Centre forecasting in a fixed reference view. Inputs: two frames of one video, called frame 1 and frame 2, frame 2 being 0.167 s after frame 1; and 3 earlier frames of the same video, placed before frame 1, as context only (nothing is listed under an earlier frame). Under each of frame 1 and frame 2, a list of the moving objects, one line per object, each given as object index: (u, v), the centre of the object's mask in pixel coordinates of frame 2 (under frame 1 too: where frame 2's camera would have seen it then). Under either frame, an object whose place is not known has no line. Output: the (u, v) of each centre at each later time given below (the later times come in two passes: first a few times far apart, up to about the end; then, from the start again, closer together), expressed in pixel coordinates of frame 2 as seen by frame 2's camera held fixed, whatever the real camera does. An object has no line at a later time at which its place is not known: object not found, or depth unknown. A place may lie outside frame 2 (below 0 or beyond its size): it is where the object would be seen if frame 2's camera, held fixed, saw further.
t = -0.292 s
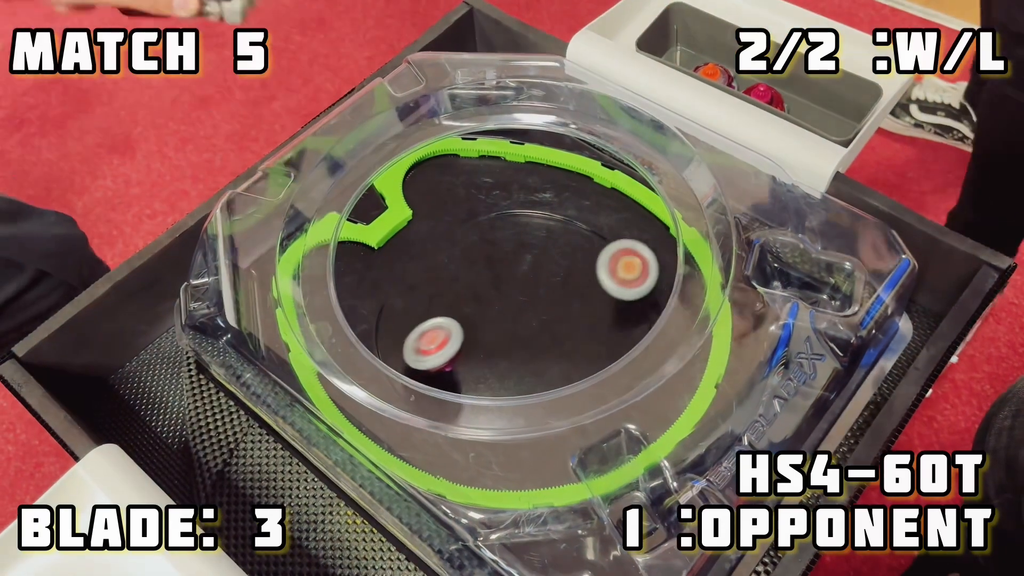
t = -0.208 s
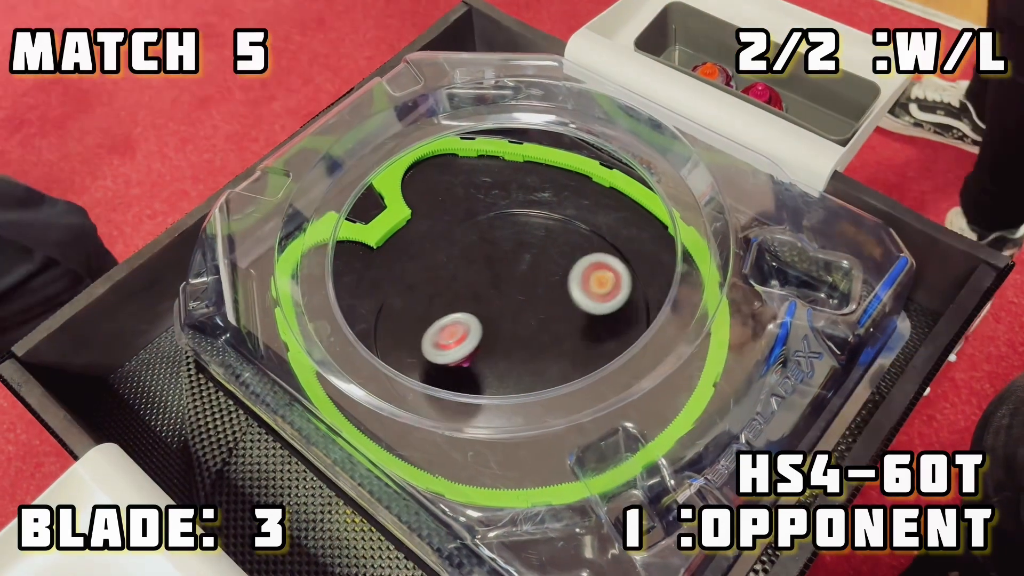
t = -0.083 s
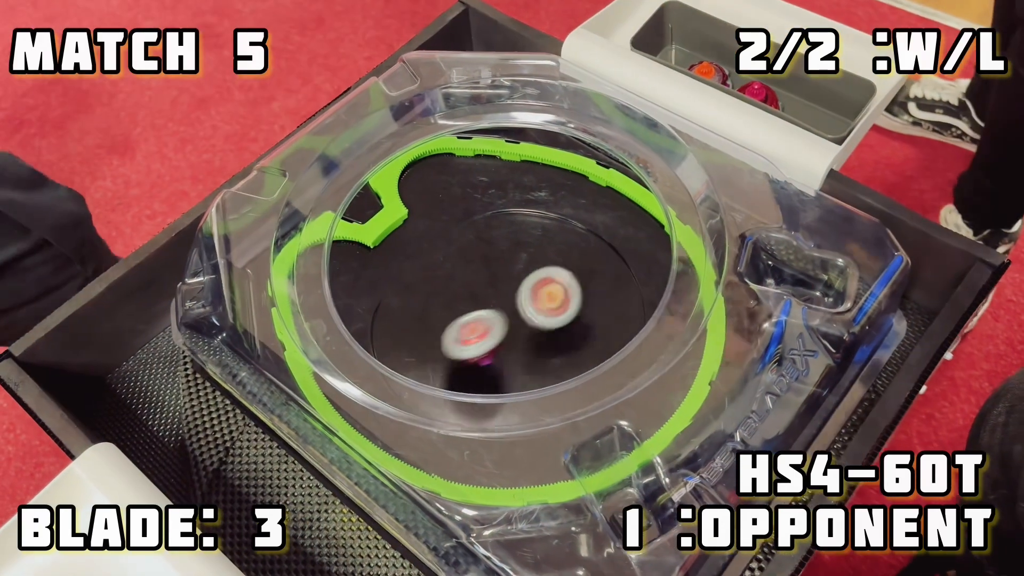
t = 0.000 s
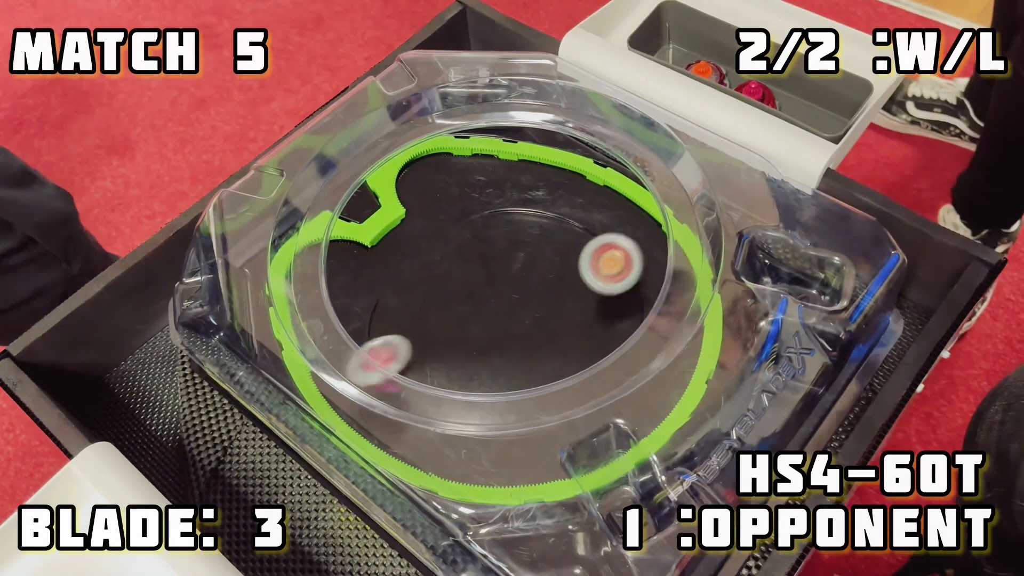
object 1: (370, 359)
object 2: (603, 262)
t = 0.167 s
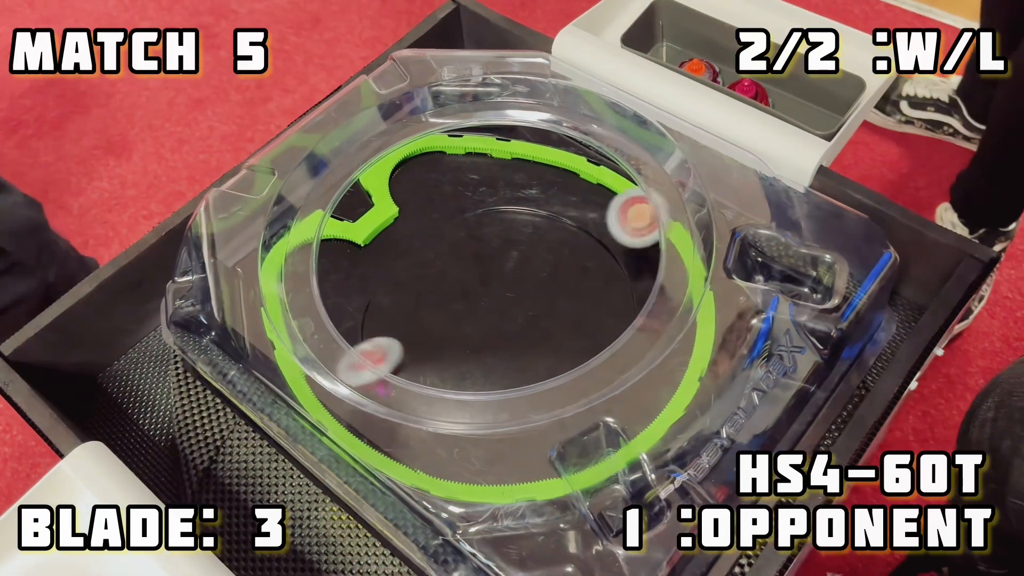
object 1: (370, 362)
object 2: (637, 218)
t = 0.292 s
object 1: (468, 360)
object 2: (578, 233)
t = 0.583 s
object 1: (602, 243)
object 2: (431, 323)
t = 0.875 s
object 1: (452, 229)
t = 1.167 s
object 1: (394, 325)
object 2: (607, 307)
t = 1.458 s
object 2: (550, 249)
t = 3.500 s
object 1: (522, 277)
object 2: (425, 384)
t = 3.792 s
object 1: (517, 209)
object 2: (447, 290)
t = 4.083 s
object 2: (472, 258)
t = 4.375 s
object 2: (486, 300)
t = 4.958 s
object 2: (515, 223)
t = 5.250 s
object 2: (459, 214)
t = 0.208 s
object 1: (396, 372)
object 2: (621, 224)
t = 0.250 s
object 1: (439, 363)
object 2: (597, 226)
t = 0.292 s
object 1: (468, 360)
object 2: (578, 233)
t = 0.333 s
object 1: (508, 344)
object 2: (549, 242)
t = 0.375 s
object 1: (533, 331)
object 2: (528, 251)
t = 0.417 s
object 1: (564, 310)
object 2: (499, 265)
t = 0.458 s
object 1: (580, 295)
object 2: (482, 275)
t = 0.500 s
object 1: (597, 273)
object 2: (459, 292)
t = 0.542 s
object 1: (602, 260)
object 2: (446, 304)
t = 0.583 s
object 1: (602, 243)
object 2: (431, 323)
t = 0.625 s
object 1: (596, 234)
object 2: (425, 336)
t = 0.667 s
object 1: (579, 224)
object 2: (422, 353)
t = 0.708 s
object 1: (565, 221)
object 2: (425, 360)
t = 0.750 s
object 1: (537, 219)
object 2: (434, 379)
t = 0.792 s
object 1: (514, 219)
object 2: (445, 387)
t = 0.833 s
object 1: (478, 224)
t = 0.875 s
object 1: (452, 229)
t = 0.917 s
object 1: (414, 238)
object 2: (516, 398)
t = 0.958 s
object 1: (390, 246)
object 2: (537, 395)
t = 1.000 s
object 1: (351, 260)
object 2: (568, 385)
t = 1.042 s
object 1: (326, 268)
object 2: (589, 375)
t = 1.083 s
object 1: (286, 283)
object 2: (601, 350)
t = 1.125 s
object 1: (321, 292)
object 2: (605, 332)
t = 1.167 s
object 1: (394, 325)
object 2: (607, 307)
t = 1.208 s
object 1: (447, 348)
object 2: (607, 291)
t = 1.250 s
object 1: (526, 361)
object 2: (603, 270)
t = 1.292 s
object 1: (579, 363)
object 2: (597, 258)
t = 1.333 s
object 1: (646, 348)
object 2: (587, 247)
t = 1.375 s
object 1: (685, 342)
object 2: (578, 244)
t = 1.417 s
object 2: (562, 244)
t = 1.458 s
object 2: (550, 249)
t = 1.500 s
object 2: (530, 261)
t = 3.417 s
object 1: (511, 290)
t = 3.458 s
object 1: (516, 286)
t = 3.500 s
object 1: (522, 277)
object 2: (425, 384)
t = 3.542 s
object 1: (525, 271)
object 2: (426, 373)
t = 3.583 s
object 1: (528, 259)
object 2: (428, 358)
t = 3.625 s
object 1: (529, 251)
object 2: (430, 347)
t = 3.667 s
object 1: (528, 238)
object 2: (434, 329)
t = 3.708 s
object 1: (527, 229)
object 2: (437, 318)
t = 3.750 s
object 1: (522, 217)
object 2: (443, 301)
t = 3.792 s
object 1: (517, 209)
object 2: (447, 290)
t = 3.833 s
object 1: (509, 198)
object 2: (455, 275)
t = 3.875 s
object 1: (503, 193)
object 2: (460, 266)
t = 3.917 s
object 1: (493, 197)
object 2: (466, 254)
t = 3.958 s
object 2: (471, 248)
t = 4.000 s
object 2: (471, 248)
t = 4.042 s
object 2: (471, 252)
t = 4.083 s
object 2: (472, 258)
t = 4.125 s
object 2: (472, 261)
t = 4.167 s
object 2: (473, 269)
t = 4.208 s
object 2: (474, 276)
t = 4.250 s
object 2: (477, 284)
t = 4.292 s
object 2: (479, 290)
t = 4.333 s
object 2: (483, 297)
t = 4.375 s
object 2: (486, 300)
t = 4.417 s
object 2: (491, 307)
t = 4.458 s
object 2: (495, 308)
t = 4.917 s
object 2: (519, 230)
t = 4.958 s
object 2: (515, 223)
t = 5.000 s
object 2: (508, 214)
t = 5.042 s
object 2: (502, 209)
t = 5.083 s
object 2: (492, 202)
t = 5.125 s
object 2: (485, 198)
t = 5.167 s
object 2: (475, 203)
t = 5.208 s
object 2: (468, 207)
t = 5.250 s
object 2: (459, 214)
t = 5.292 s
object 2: (454, 220)
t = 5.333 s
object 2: (449, 233)
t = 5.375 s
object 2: (450, 245)
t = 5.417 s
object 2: (461, 265)
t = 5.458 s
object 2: (473, 277)
